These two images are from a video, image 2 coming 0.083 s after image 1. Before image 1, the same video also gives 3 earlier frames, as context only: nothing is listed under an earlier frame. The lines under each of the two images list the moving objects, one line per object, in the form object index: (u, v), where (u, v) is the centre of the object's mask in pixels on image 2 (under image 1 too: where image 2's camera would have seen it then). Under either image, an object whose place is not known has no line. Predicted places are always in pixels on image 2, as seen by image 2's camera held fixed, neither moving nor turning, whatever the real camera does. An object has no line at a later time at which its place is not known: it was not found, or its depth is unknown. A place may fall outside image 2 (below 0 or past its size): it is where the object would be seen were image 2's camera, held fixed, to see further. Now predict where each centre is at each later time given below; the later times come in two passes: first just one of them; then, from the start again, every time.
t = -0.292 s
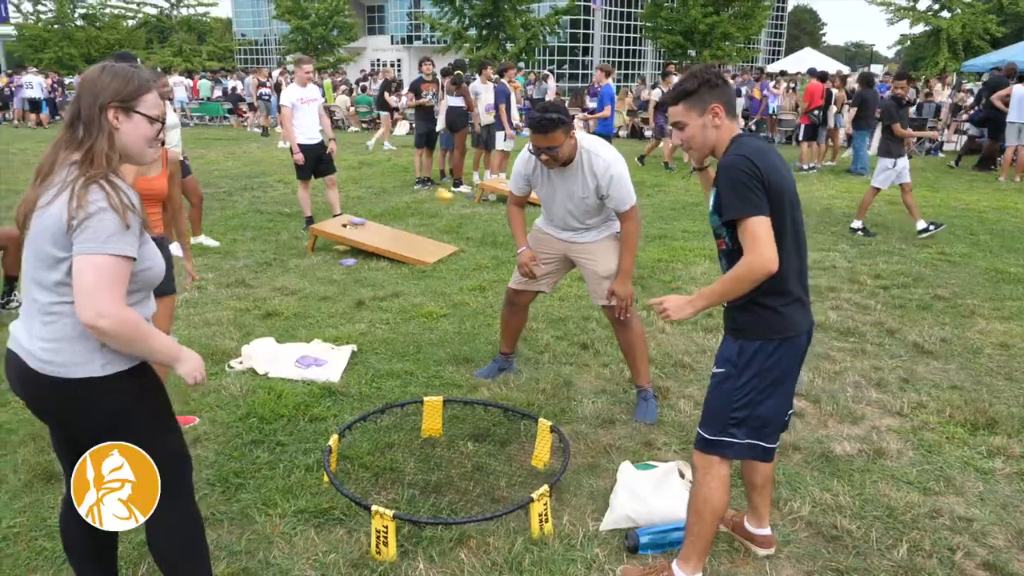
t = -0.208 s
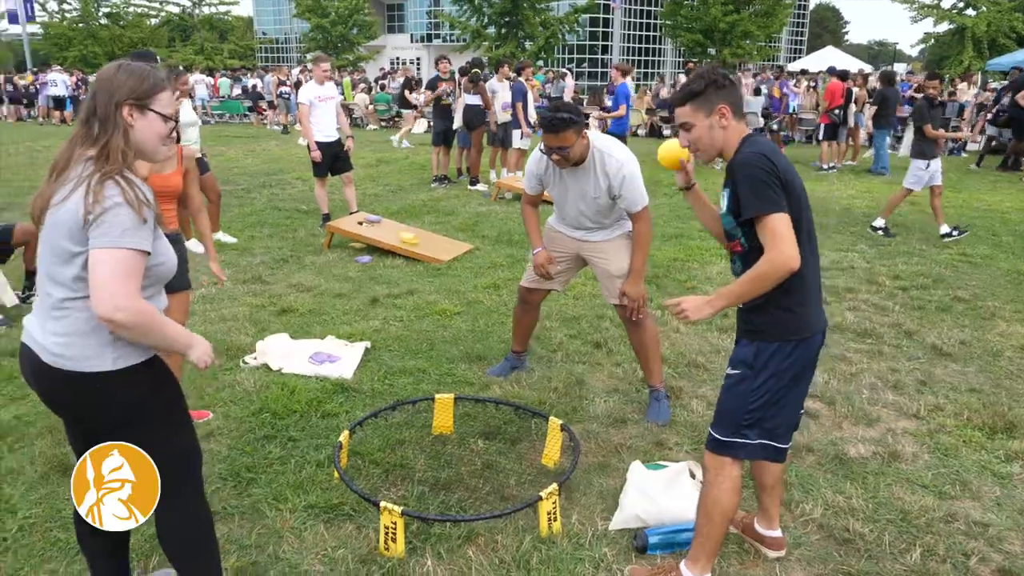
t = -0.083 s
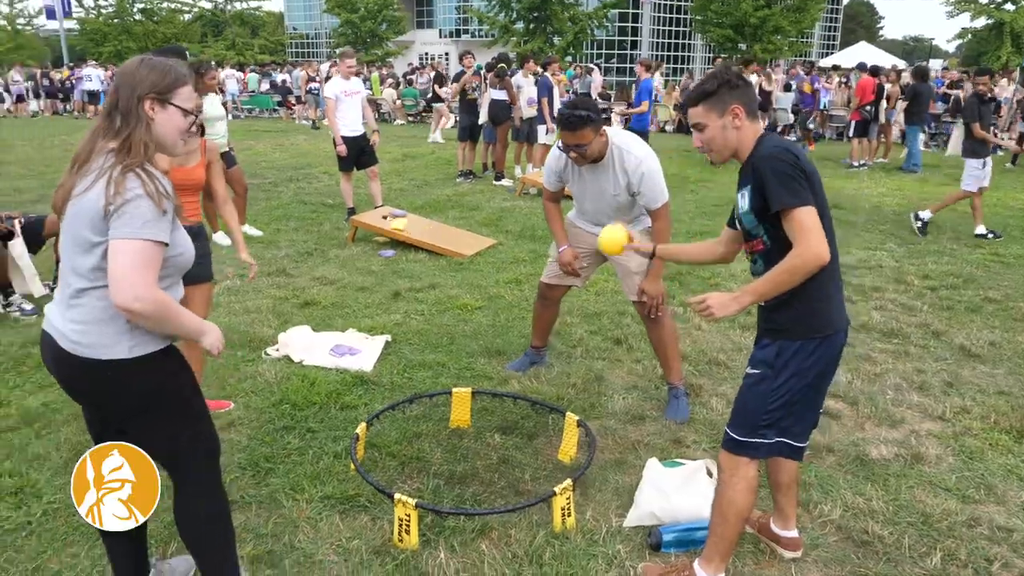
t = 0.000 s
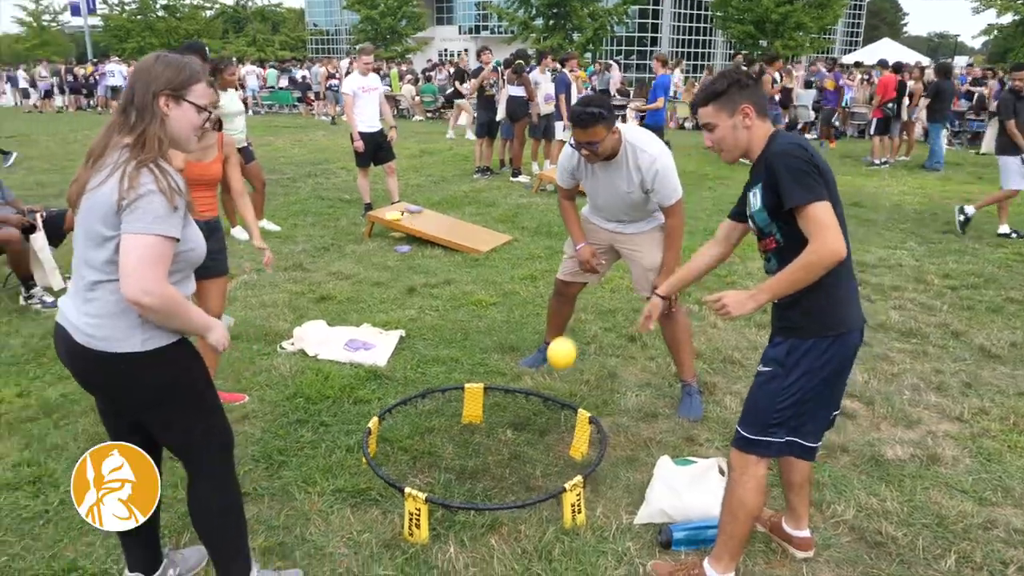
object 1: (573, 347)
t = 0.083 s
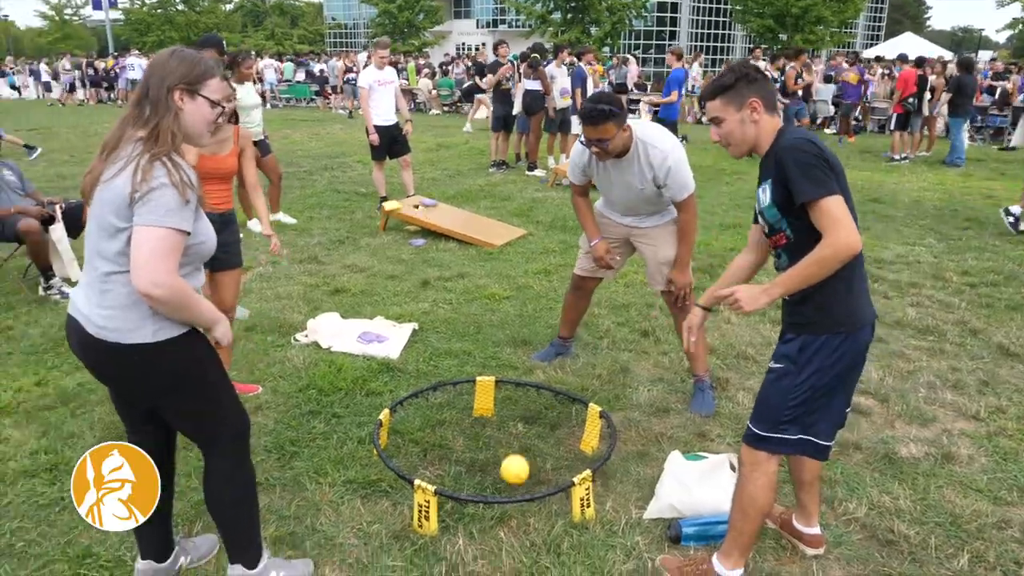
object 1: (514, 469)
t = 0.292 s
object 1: (432, 352)
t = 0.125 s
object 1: (495, 455)
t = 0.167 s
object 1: (482, 431)
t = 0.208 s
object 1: (463, 398)
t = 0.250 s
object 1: (451, 378)
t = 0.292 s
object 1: (432, 352)
